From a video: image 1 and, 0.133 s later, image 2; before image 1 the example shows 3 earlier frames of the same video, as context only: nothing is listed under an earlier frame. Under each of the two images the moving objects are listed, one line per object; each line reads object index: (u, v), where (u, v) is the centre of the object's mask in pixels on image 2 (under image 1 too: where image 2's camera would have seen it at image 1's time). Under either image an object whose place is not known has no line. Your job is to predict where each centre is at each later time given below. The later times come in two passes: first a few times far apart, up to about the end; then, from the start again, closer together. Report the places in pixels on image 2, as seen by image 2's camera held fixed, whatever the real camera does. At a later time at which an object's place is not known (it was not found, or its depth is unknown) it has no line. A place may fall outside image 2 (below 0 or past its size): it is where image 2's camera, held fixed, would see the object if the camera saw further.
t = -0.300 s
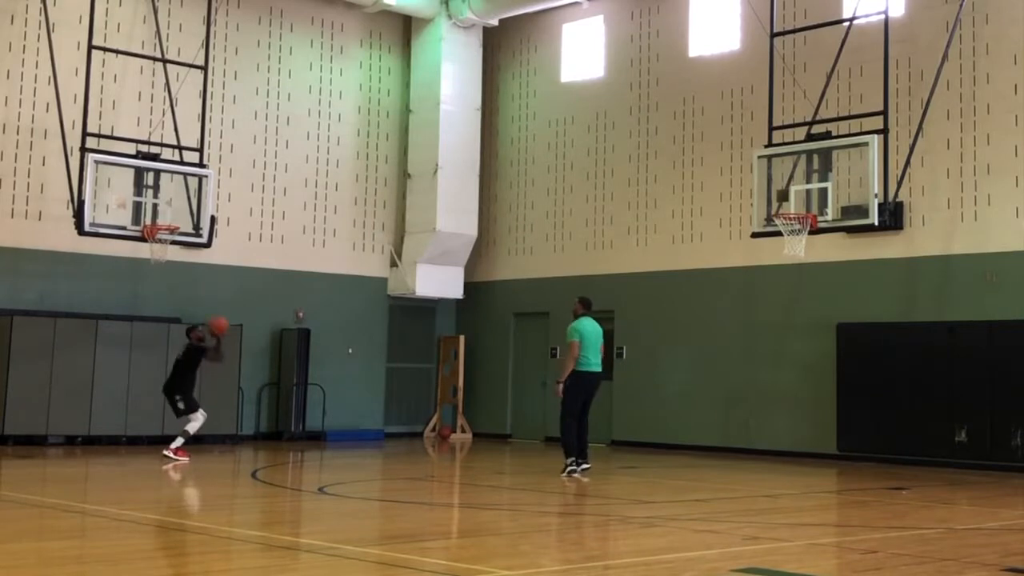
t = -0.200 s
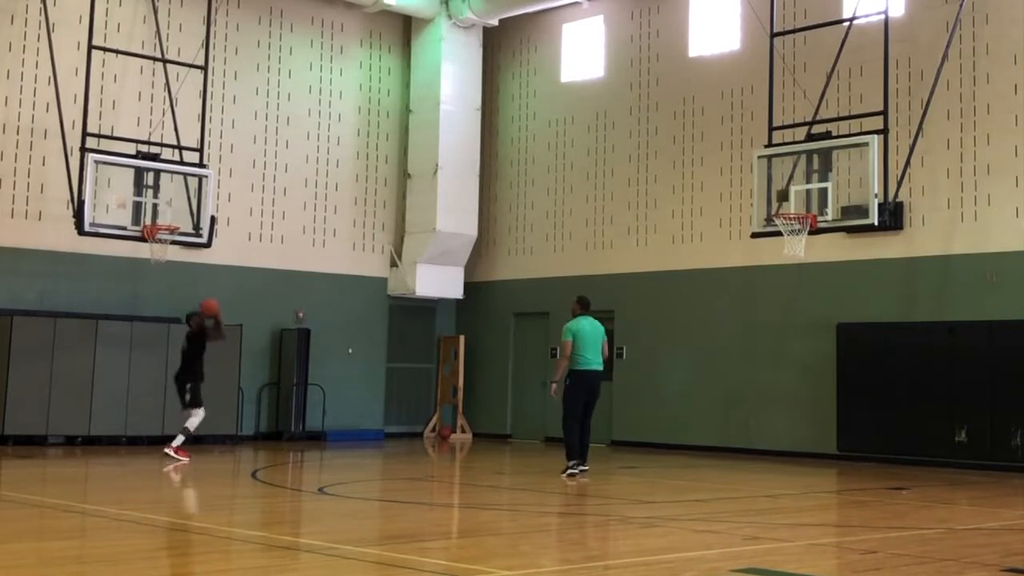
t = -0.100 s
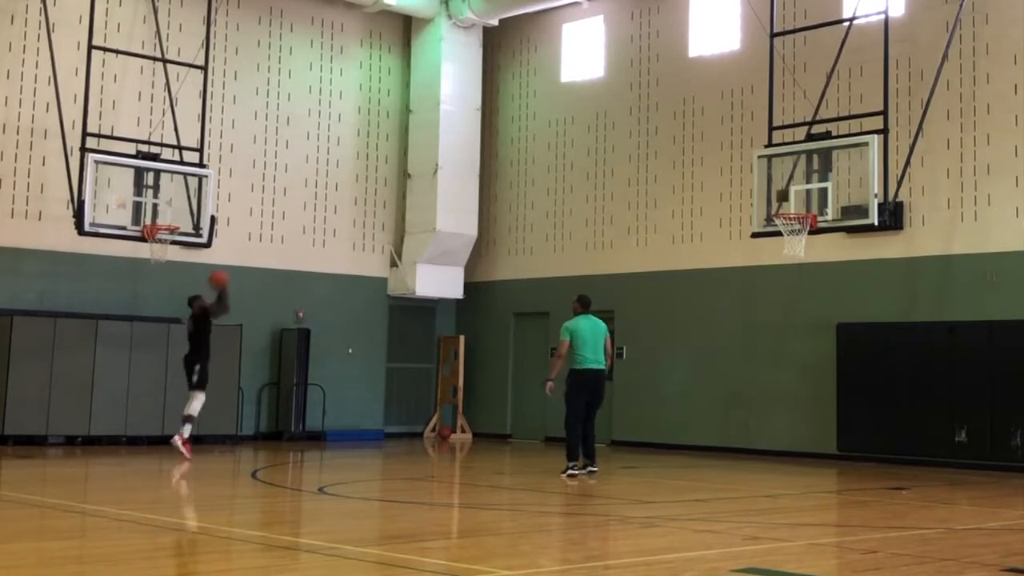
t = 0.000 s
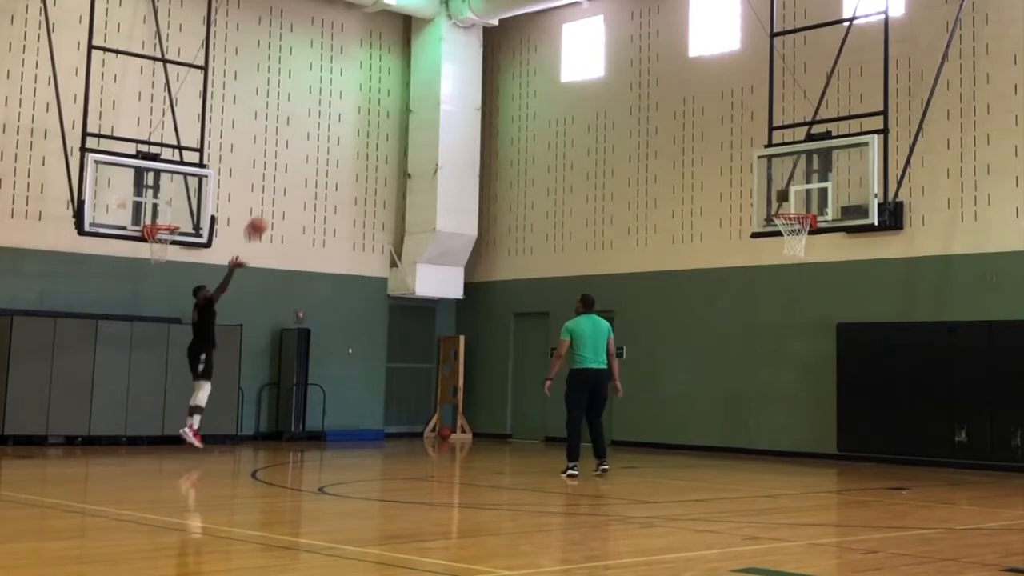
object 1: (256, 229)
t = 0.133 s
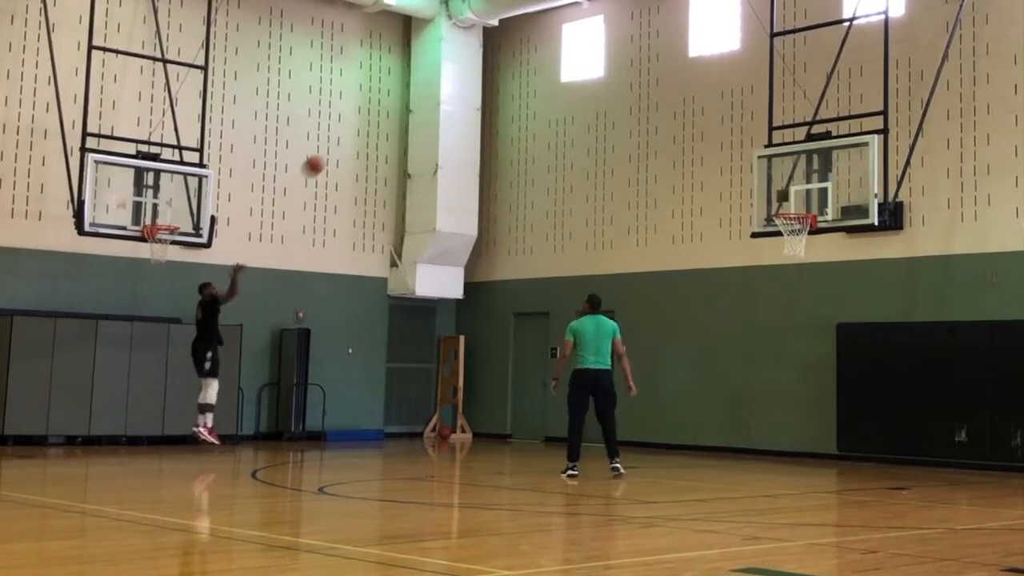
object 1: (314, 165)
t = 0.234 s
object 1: (356, 128)
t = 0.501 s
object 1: (466, 66)
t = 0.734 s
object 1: (557, 54)
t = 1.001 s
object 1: (665, 92)
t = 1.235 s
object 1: (758, 171)
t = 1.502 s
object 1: (809, 283)
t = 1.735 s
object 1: (819, 408)
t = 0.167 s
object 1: (328, 153)
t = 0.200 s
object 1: (342, 140)
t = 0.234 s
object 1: (356, 128)
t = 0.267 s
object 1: (371, 117)
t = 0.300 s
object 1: (385, 107)
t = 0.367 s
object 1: (412, 90)
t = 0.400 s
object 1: (425, 83)
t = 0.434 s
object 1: (438, 76)
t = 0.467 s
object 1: (453, 70)
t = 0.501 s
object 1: (466, 66)
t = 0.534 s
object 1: (480, 61)
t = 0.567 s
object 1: (491, 58)
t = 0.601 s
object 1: (506, 57)
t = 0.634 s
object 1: (520, 54)
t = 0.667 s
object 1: (533, 53)
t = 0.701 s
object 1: (545, 53)
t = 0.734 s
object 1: (557, 54)
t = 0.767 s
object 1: (572, 56)
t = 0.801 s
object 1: (586, 59)
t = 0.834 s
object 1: (602, 63)
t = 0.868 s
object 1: (613, 67)
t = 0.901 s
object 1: (626, 72)
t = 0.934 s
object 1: (638, 78)
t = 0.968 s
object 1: (652, 85)
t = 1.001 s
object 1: (665, 92)
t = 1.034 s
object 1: (679, 101)
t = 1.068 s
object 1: (692, 111)
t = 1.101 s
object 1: (705, 121)
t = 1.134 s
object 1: (718, 132)
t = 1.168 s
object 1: (731, 144)
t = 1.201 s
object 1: (744, 157)
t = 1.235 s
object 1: (758, 171)
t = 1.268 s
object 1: (771, 186)
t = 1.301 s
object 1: (785, 201)
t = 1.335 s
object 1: (798, 213)
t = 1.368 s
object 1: (807, 233)
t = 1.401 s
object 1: (806, 246)
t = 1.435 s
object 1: (807, 257)
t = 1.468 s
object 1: (808, 270)
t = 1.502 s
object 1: (809, 283)
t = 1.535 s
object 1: (810, 298)
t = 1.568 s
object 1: (812, 314)
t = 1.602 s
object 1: (813, 330)
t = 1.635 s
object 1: (815, 347)
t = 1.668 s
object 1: (816, 365)
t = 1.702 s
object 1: (817, 386)
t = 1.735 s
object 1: (819, 408)
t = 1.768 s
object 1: (821, 429)
